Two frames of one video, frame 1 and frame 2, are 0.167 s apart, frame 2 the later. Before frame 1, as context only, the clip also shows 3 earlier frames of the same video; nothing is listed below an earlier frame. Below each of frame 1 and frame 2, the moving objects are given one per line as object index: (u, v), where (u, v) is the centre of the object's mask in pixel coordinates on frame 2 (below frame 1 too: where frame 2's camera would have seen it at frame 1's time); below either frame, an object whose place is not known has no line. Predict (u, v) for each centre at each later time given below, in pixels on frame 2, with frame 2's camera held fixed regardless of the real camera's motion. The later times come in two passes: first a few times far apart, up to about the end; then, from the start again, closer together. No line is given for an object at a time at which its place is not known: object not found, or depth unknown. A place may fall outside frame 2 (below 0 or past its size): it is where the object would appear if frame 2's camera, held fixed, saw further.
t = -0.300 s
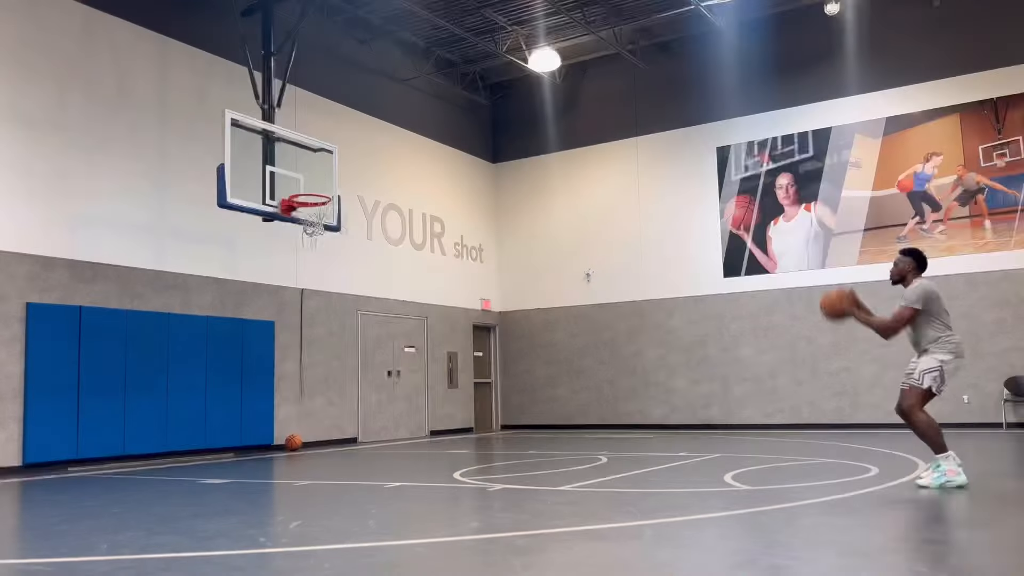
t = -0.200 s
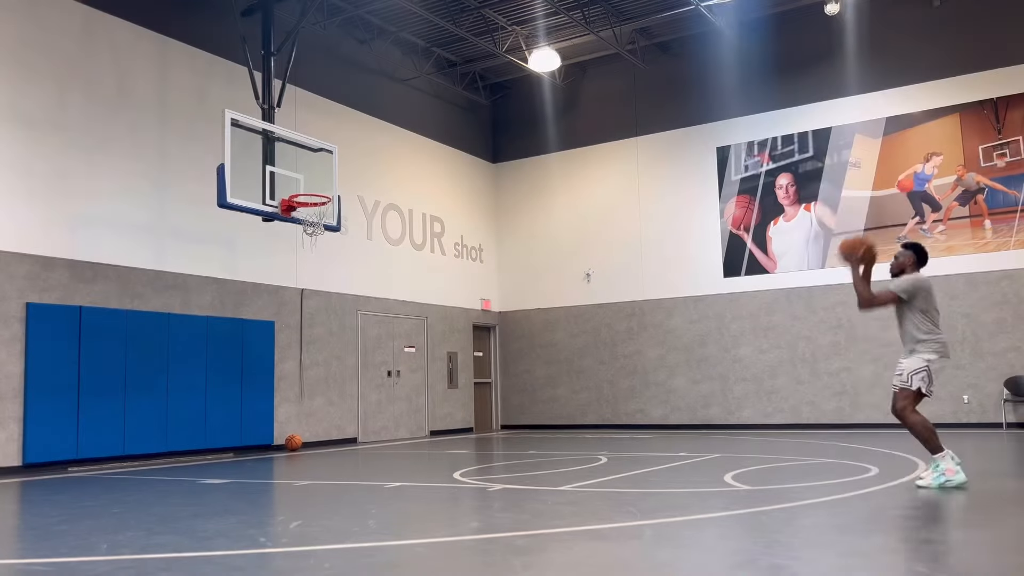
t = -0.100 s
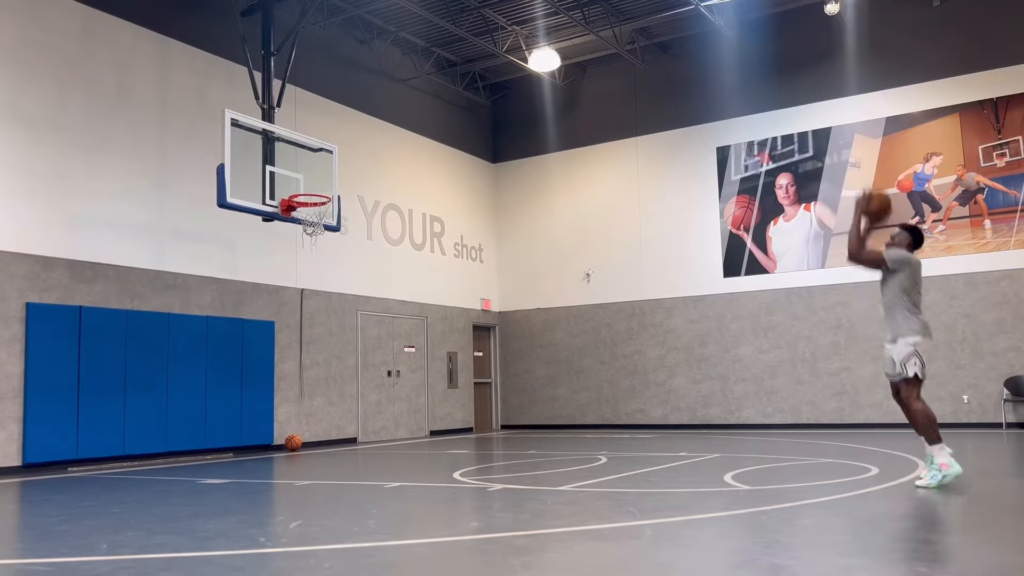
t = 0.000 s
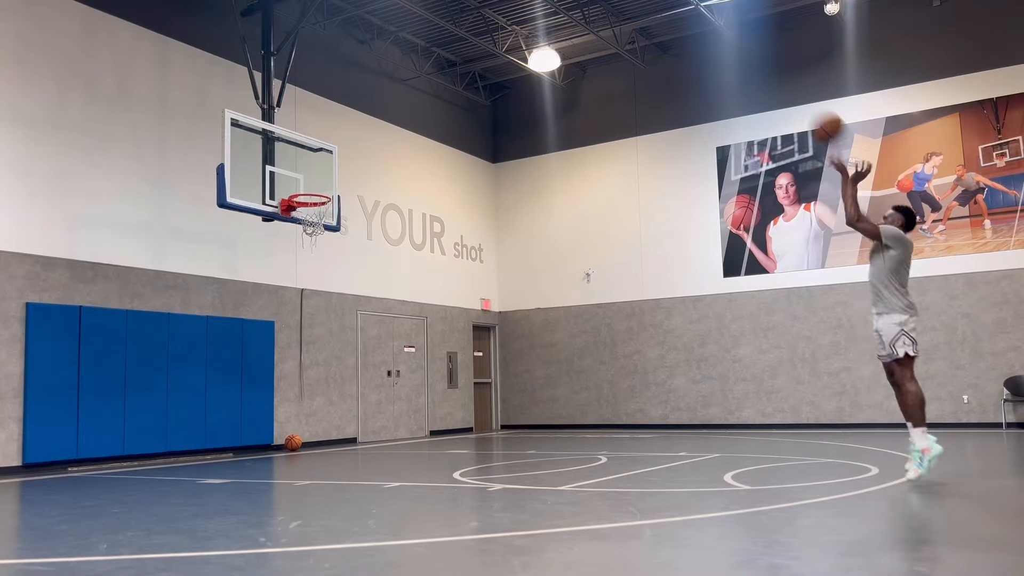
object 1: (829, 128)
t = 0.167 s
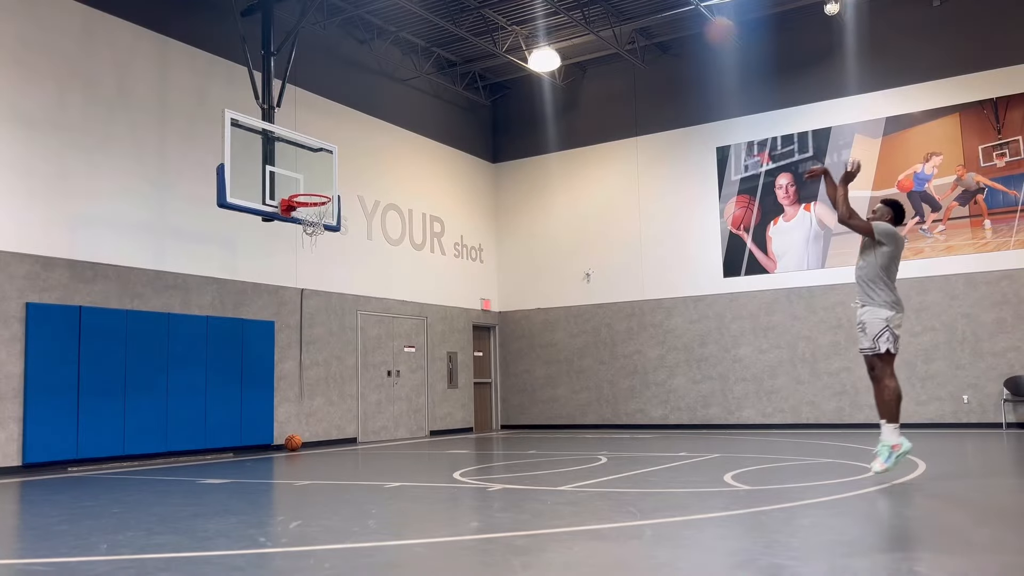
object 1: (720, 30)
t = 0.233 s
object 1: (682, 8)
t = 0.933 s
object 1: (404, 25)
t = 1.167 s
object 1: (335, 117)
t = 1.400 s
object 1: (318, 186)
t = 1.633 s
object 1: (324, 128)
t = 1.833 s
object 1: (331, 110)
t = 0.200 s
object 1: (701, 18)
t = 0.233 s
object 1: (682, 8)
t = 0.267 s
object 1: (667, 5)
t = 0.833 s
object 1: (435, 4)
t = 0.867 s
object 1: (424, 8)
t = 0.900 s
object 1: (414, 16)
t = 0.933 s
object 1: (404, 25)
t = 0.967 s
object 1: (393, 37)
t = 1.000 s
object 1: (384, 48)
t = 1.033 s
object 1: (373, 61)
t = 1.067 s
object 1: (364, 74)
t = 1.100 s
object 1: (354, 88)
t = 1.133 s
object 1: (345, 102)
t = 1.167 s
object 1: (335, 117)
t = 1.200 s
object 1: (326, 132)
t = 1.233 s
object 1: (317, 150)
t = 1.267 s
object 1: (309, 166)
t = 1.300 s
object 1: (300, 184)
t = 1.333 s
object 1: (303, 195)
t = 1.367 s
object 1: (316, 196)
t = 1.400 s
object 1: (318, 186)
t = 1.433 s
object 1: (319, 176)
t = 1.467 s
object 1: (320, 166)
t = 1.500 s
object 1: (321, 157)
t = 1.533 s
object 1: (322, 148)
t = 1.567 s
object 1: (322, 140)
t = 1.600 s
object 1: (323, 133)
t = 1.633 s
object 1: (324, 128)
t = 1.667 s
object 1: (325, 122)
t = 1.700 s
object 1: (326, 118)
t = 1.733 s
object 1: (327, 115)
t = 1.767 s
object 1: (328, 112)
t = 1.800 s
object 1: (330, 111)
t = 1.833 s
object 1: (331, 110)
